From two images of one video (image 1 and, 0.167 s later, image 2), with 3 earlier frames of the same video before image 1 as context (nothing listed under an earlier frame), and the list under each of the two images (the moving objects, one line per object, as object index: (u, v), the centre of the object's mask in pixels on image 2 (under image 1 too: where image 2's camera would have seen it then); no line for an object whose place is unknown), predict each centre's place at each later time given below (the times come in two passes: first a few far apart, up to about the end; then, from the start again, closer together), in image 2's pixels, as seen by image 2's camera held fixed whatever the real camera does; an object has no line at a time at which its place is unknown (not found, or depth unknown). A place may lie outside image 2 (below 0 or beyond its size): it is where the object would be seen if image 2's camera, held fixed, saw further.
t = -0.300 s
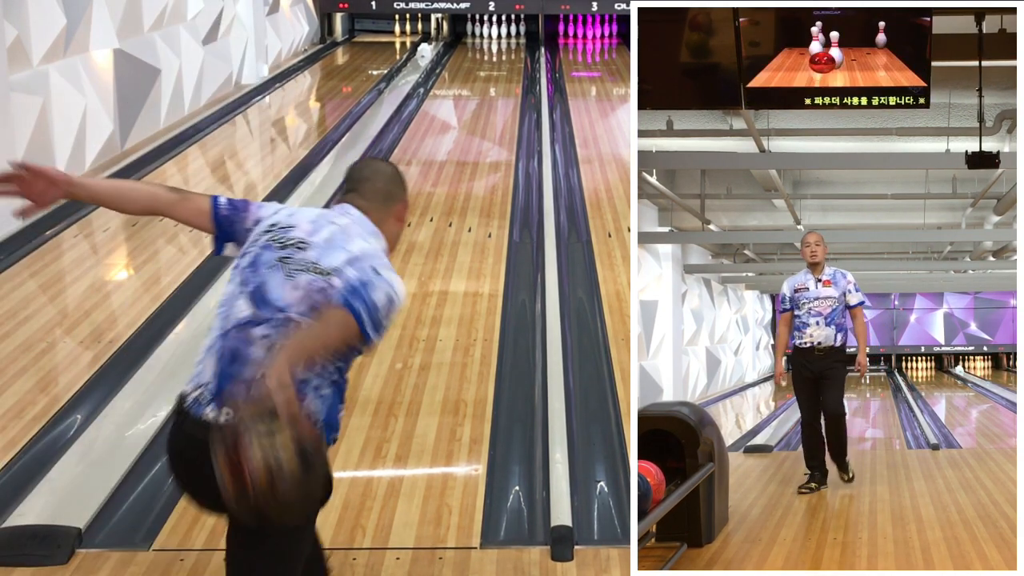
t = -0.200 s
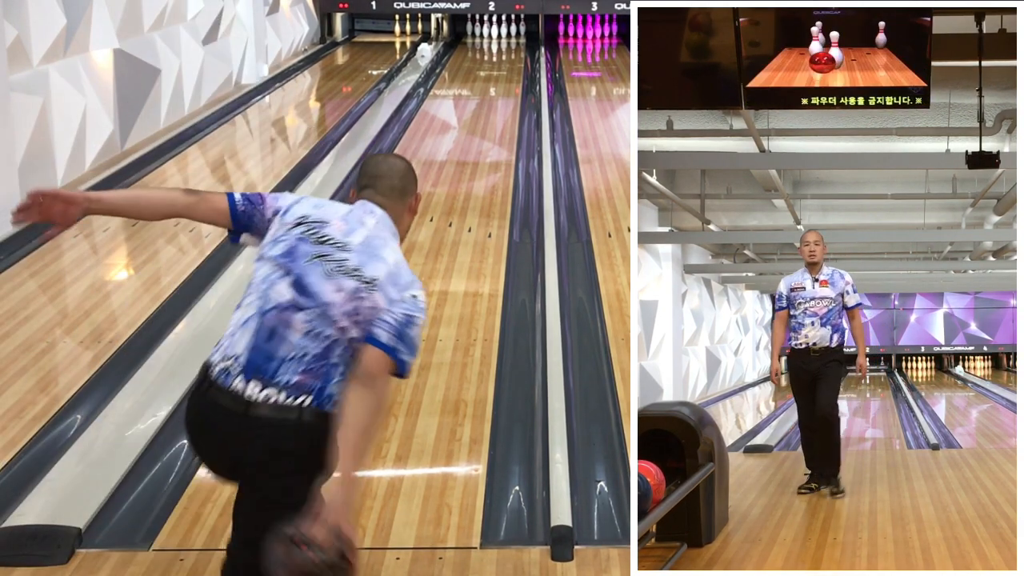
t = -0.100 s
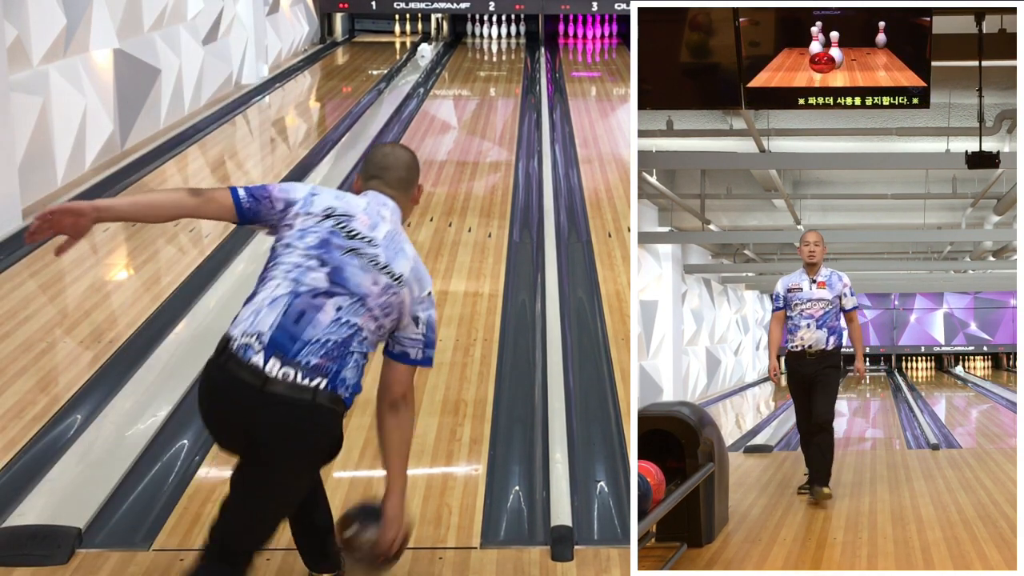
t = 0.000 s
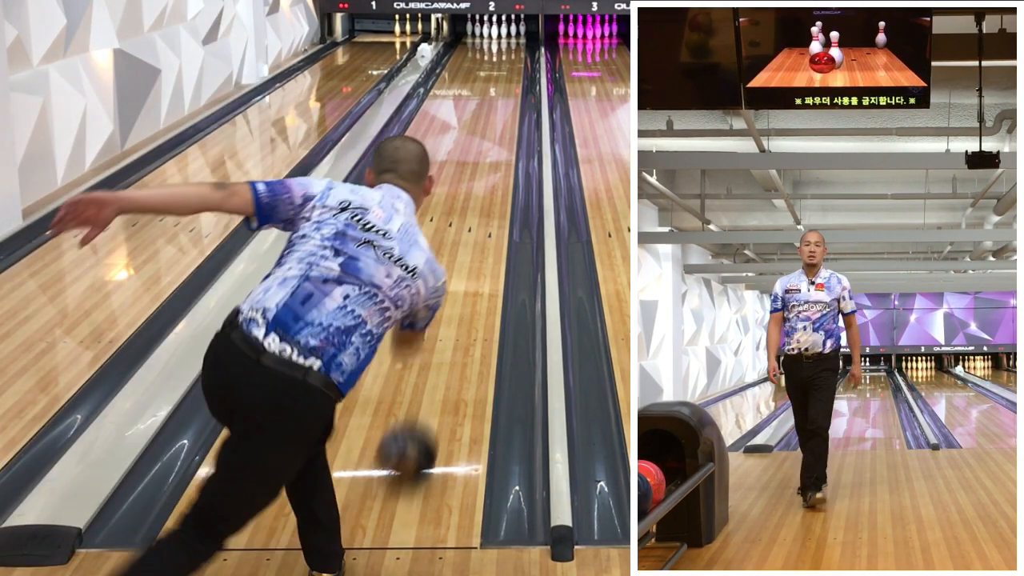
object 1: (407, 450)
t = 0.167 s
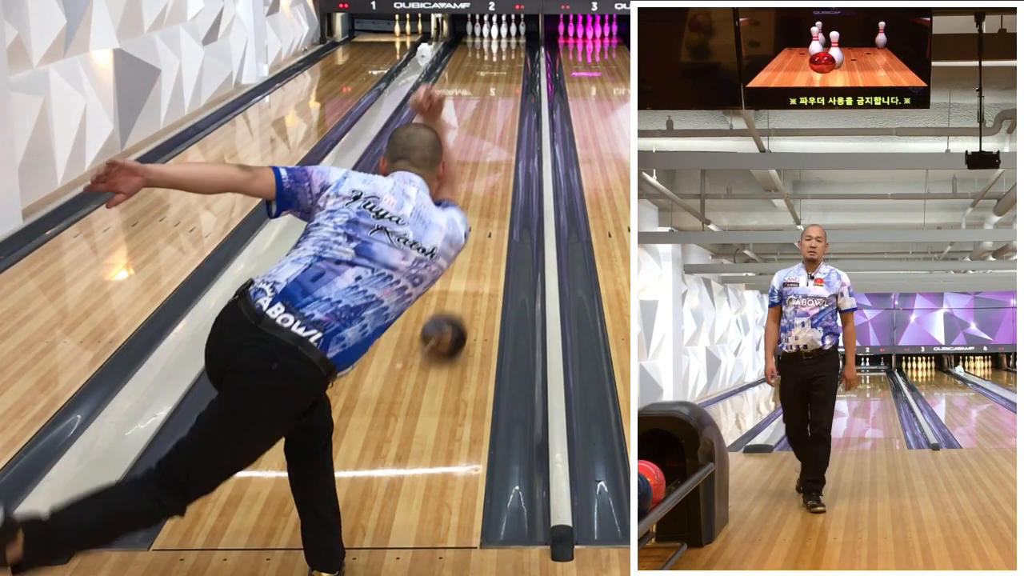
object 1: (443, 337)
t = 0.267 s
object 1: (458, 288)
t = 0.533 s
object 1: (484, 201)
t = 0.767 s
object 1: (496, 153)
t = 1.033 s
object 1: (506, 115)
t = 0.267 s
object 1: (458, 288)
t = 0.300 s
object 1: (463, 275)
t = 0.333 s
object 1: (469, 265)
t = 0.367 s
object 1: (477, 259)
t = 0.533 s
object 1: (484, 201)
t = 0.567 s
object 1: (486, 193)
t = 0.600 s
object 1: (488, 185)
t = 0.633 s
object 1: (490, 178)
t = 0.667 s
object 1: (492, 171)
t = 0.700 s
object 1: (493, 165)
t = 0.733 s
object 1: (495, 159)
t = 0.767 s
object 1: (496, 153)
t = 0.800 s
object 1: (498, 147)
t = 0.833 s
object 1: (499, 142)
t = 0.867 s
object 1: (500, 137)
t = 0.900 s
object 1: (502, 132)
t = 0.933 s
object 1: (503, 127)
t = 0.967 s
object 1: (504, 123)
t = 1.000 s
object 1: (505, 119)
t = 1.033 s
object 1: (506, 115)
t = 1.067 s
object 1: (507, 111)
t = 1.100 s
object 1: (508, 107)
